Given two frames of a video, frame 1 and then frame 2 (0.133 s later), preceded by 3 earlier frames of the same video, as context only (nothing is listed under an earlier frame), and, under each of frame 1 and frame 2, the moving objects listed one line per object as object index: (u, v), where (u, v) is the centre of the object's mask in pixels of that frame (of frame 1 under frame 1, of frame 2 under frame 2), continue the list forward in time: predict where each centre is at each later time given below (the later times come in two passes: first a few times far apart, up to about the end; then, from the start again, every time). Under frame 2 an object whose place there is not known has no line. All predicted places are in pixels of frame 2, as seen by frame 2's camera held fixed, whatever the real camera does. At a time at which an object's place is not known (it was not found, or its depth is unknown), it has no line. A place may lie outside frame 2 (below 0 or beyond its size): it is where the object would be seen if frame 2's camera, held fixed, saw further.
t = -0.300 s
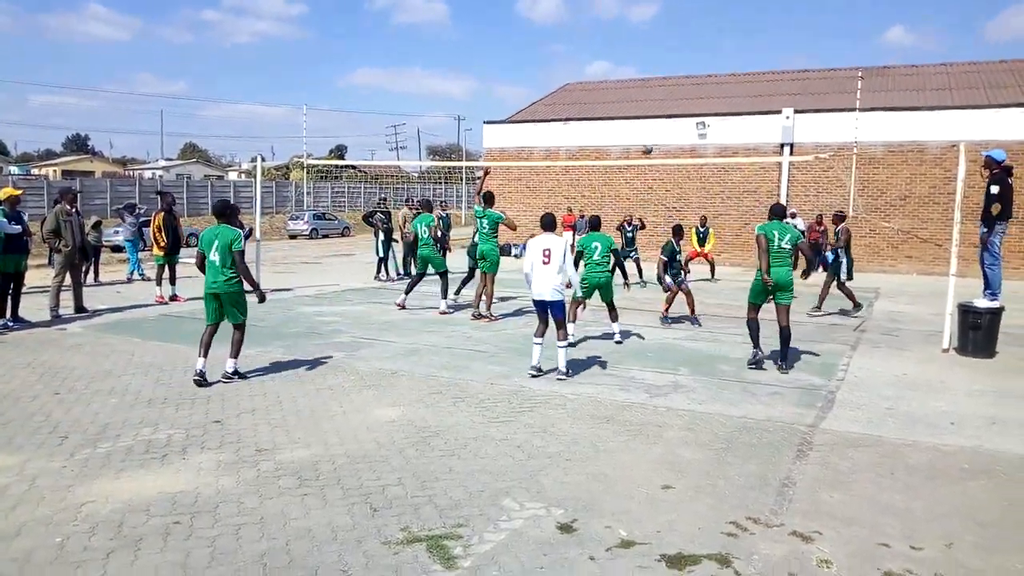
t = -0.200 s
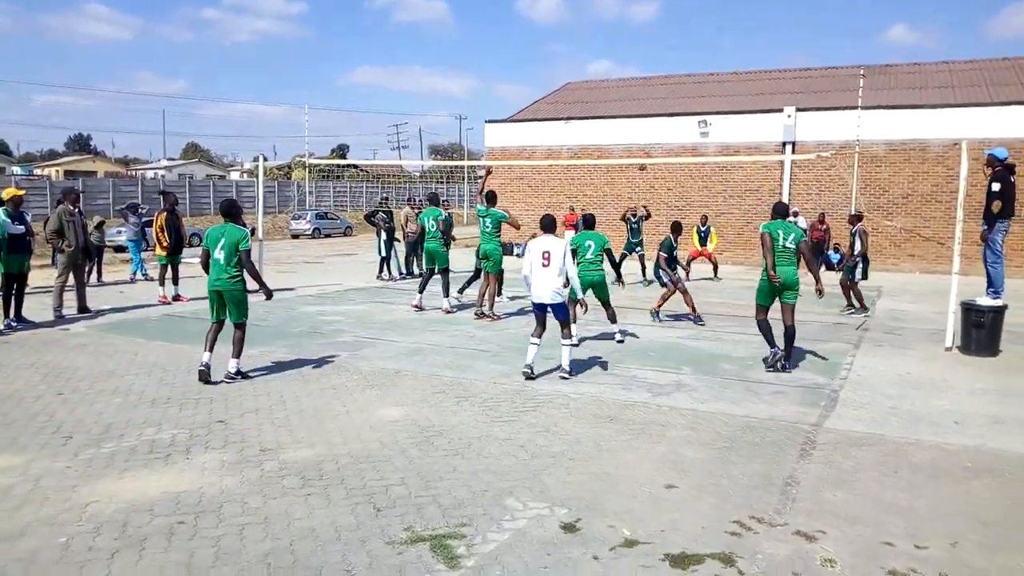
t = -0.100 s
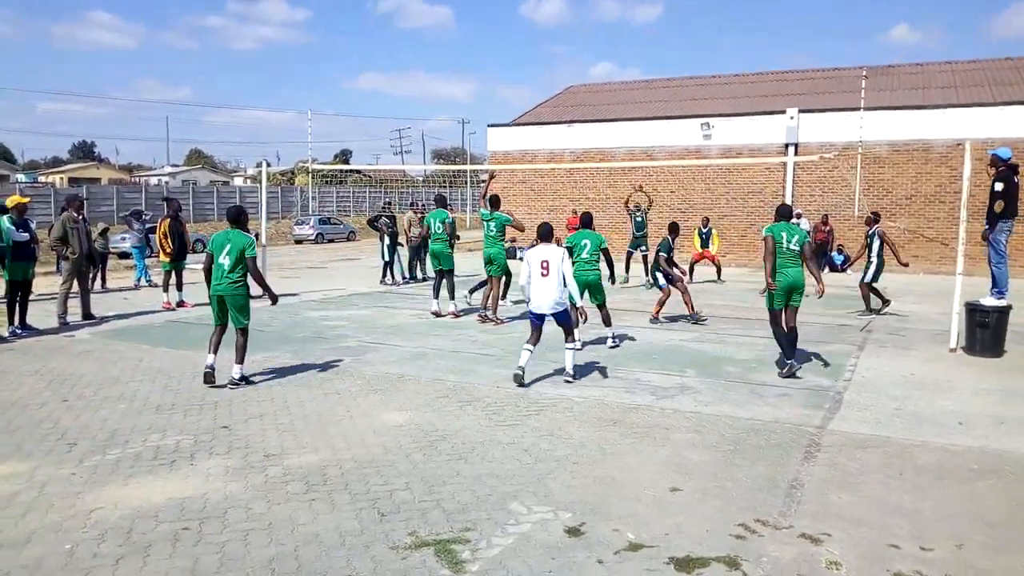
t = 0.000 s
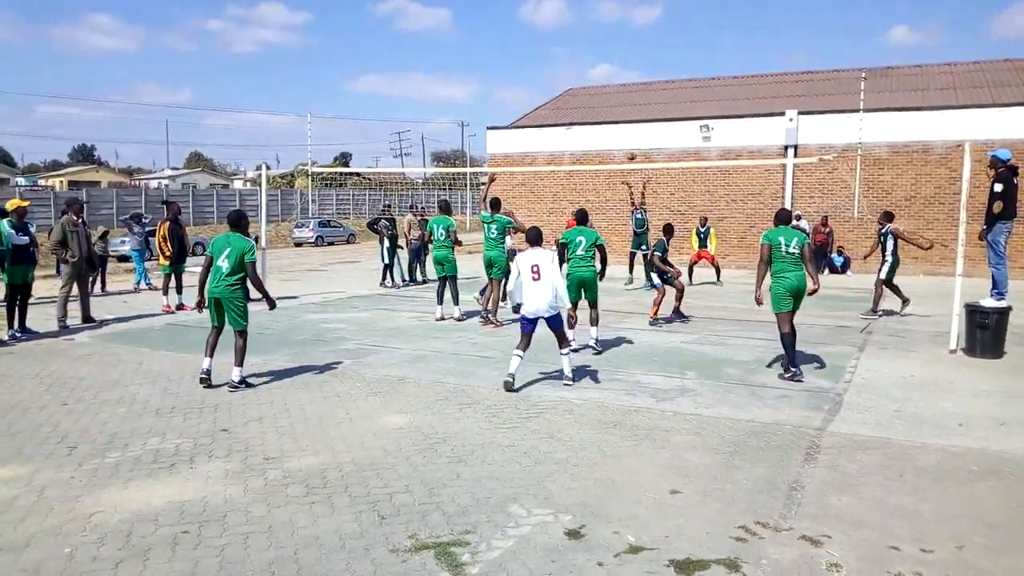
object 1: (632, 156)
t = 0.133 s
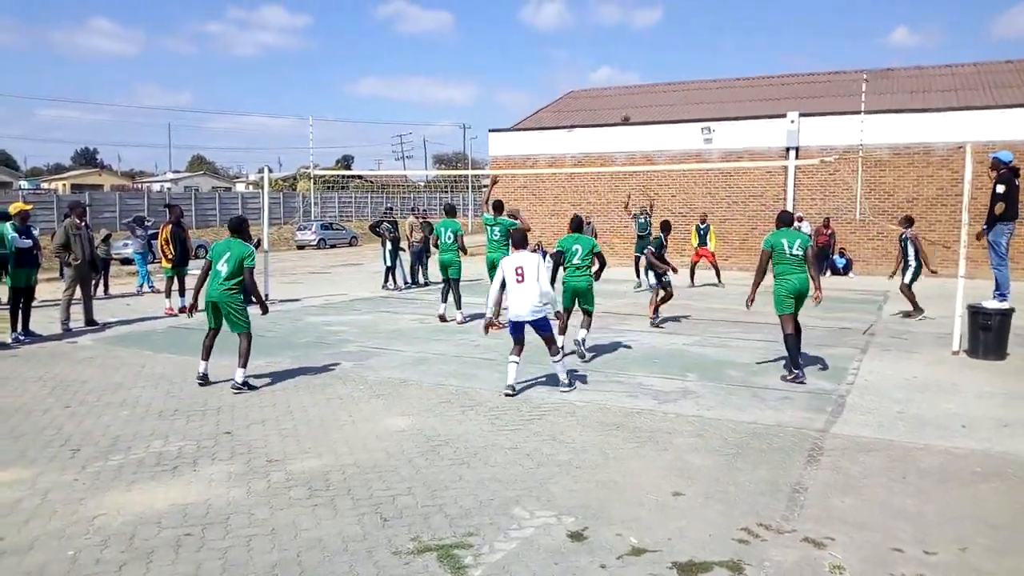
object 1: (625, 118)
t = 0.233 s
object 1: (620, 91)
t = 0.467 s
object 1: (606, 49)
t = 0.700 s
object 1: (592, 33)
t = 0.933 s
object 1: (579, 46)
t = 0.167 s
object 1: (624, 109)
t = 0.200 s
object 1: (621, 99)
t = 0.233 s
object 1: (620, 91)
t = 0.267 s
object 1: (617, 84)
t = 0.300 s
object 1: (615, 76)
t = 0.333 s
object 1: (613, 70)
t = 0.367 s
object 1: (612, 64)
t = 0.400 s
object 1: (610, 59)
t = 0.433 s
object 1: (608, 54)
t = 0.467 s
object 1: (606, 49)
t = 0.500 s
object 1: (603, 45)
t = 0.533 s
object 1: (601, 41)
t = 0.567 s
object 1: (599, 39)
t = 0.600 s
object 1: (598, 37)
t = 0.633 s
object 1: (596, 35)
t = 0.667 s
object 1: (594, 34)
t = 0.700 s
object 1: (592, 33)
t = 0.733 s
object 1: (590, 33)
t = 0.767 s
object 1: (589, 34)
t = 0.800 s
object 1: (587, 35)
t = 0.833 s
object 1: (585, 37)
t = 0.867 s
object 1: (583, 39)
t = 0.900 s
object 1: (581, 42)
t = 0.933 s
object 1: (579, 46)
